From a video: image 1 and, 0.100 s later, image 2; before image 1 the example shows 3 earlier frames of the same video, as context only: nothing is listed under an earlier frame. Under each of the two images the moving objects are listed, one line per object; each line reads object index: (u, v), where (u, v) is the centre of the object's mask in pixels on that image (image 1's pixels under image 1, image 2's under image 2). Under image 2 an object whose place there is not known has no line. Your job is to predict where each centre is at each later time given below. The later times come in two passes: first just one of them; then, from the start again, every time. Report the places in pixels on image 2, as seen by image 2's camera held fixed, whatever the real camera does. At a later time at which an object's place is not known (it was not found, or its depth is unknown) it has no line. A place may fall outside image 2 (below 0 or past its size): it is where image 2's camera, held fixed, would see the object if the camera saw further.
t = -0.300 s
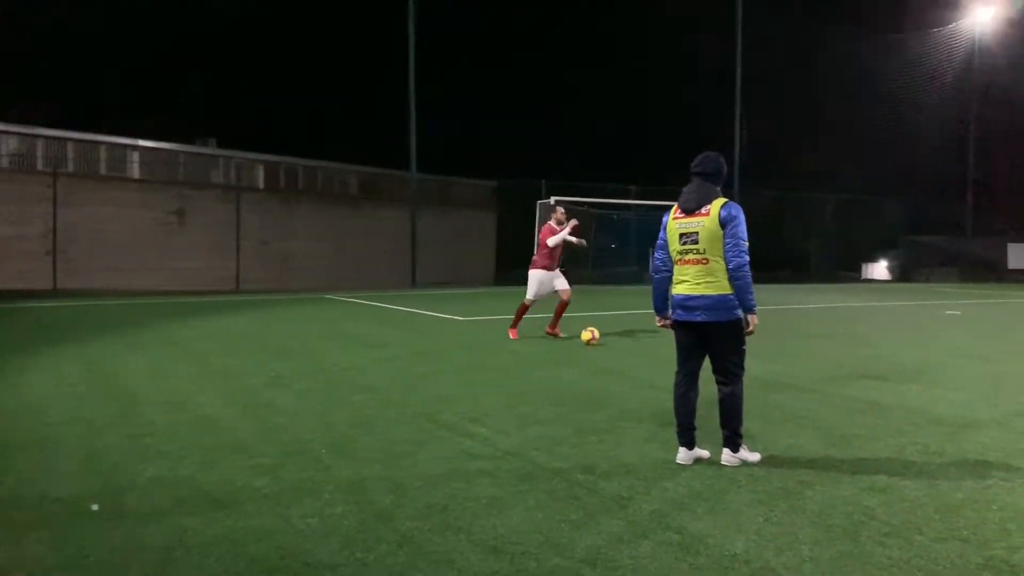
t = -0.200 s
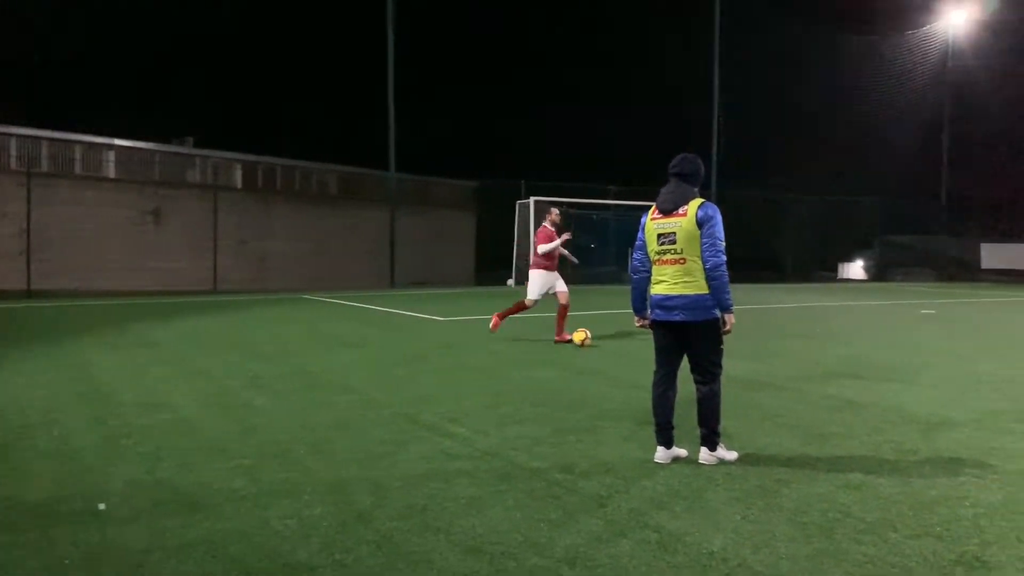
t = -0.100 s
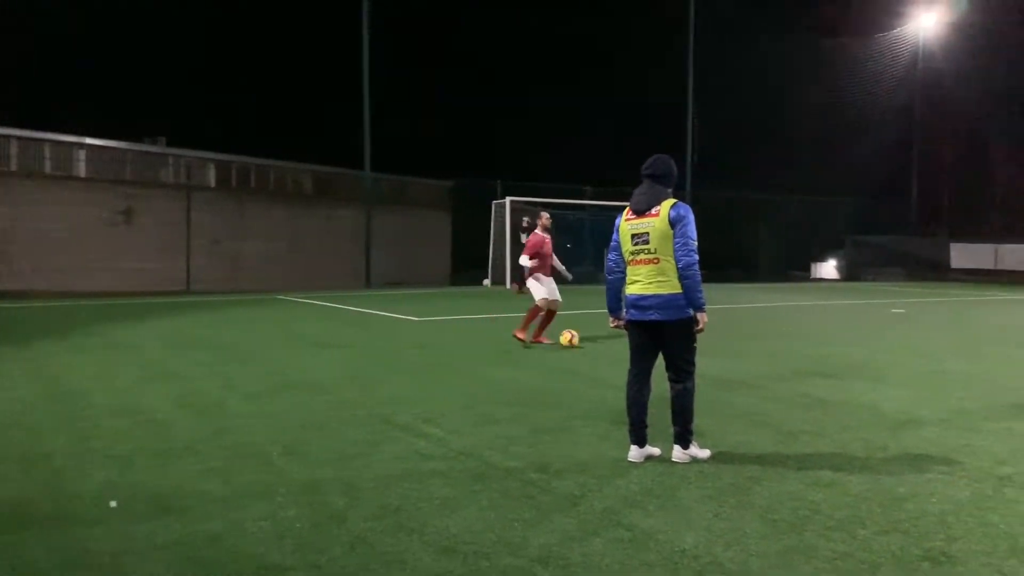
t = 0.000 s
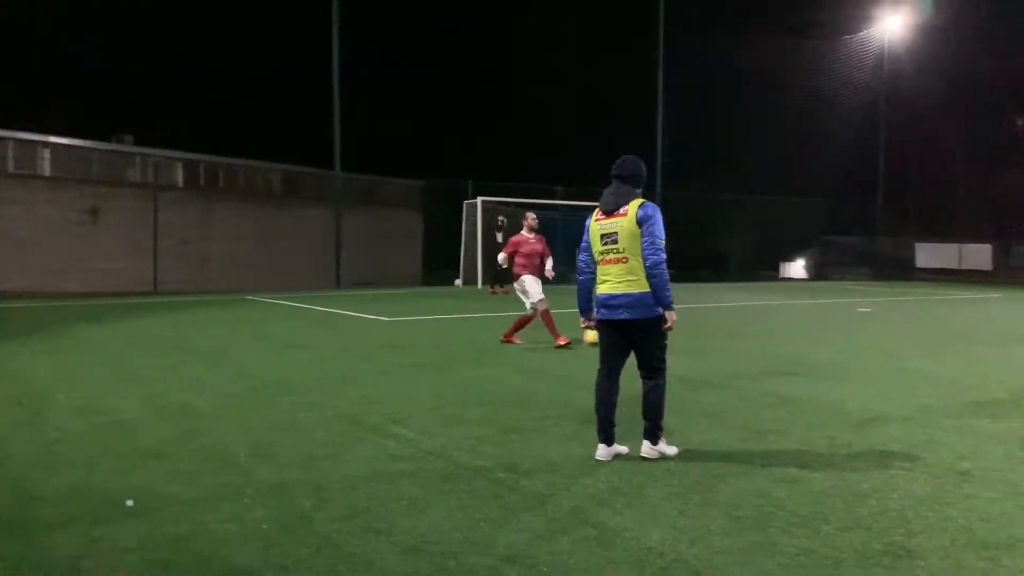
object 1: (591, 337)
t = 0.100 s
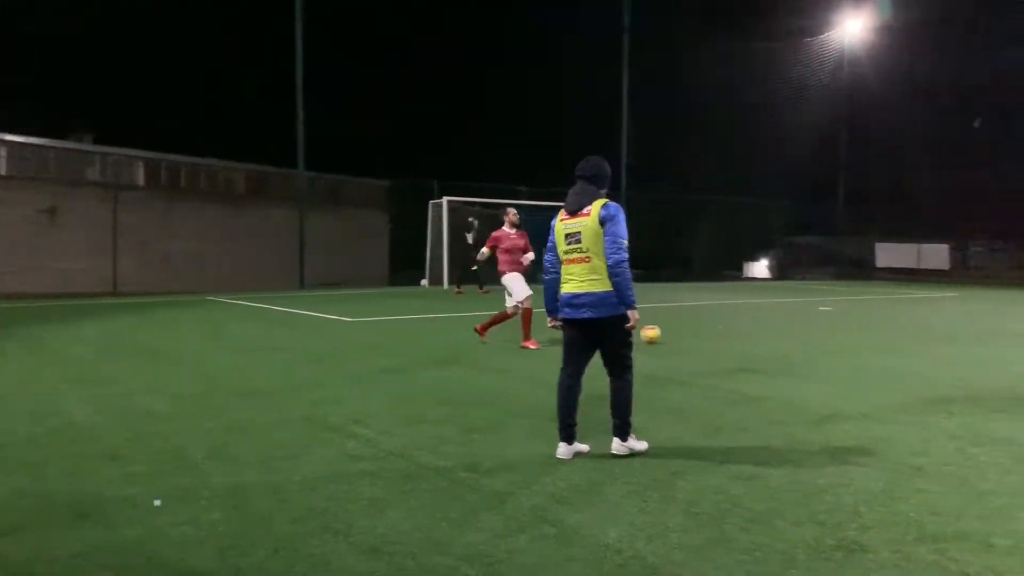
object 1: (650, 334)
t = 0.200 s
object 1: (733, 331)
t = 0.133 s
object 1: (678, 332)
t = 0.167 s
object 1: (707, 331)
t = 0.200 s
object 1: (733, 331)
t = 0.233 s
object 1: (759, 331)
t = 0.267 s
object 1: (784, 329)
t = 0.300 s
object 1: (807, 328)
